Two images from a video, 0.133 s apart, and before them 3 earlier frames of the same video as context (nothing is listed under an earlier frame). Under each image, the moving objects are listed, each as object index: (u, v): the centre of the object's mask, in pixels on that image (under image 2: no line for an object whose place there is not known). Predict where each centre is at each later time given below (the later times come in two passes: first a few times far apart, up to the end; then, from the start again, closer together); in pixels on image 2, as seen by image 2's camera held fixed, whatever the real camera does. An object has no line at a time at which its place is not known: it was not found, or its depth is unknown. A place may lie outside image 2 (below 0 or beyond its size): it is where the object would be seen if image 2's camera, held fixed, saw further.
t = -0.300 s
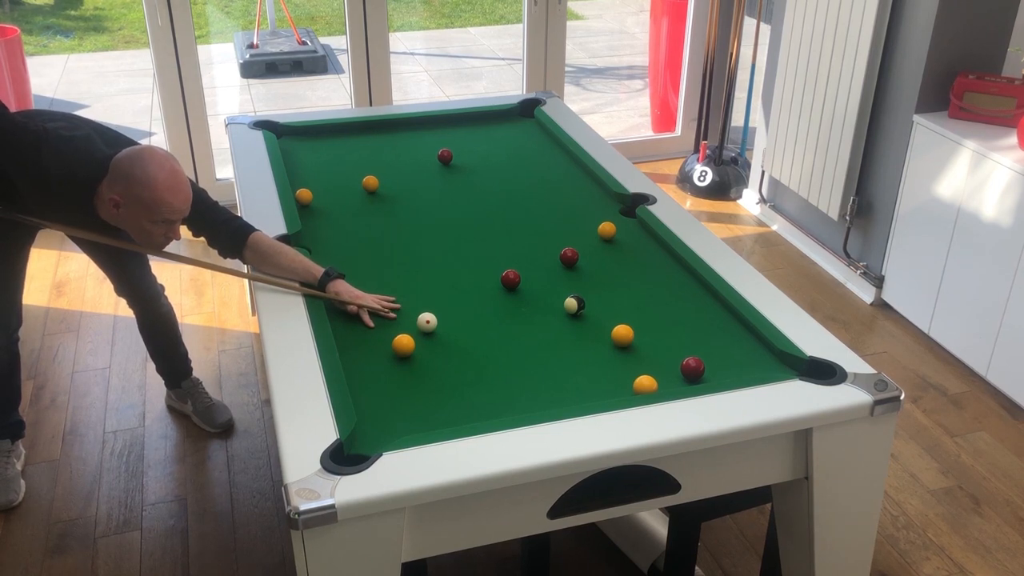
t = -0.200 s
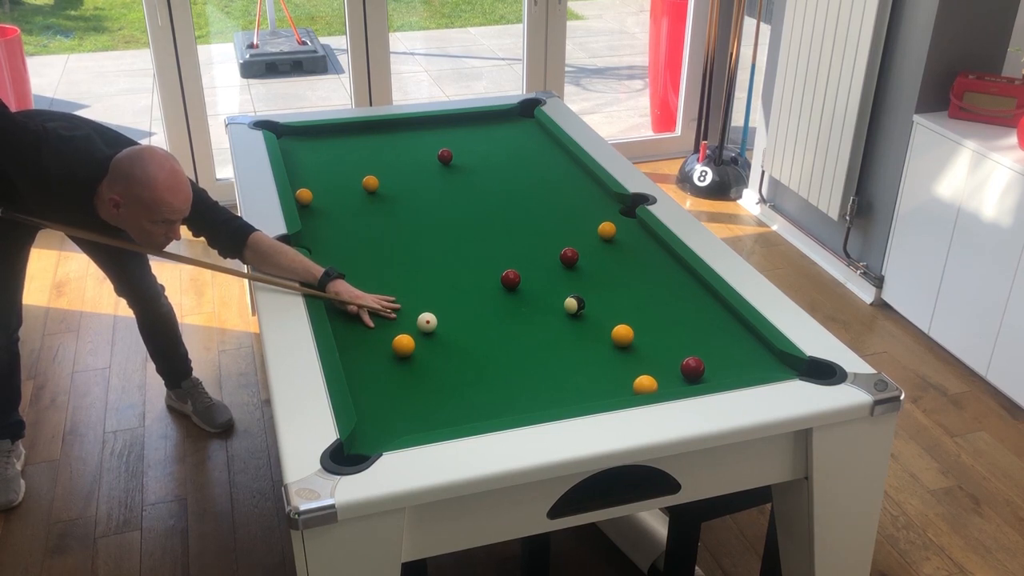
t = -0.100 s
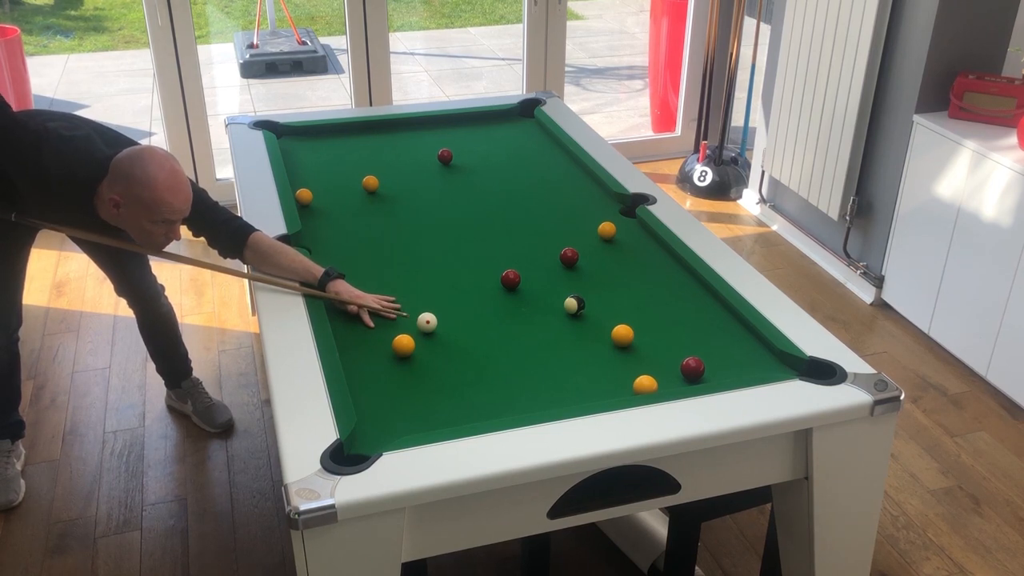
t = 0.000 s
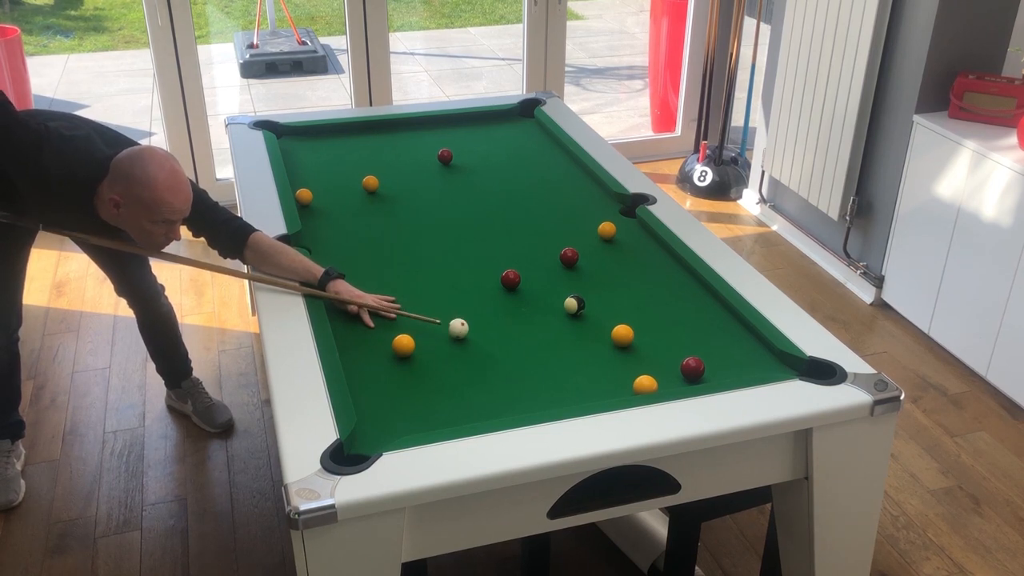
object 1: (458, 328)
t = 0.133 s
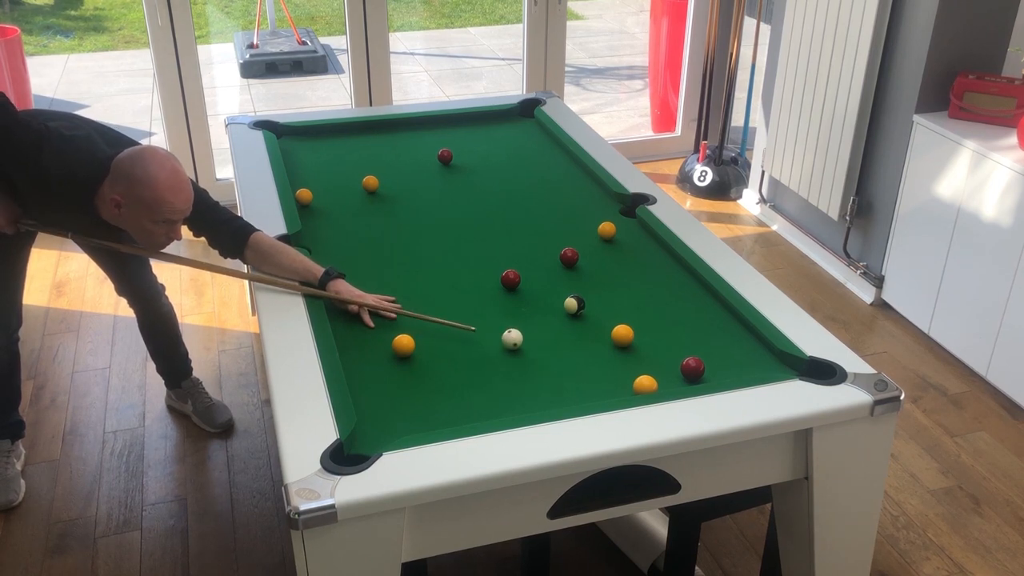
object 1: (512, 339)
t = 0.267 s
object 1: (568, 350)
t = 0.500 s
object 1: (668, 370)
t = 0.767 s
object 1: (677, 377)
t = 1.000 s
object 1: (668, 364)
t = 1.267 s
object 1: (659, 350)
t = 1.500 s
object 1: (652, 340)
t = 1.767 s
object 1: (644, 330)
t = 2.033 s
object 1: (637, 321)
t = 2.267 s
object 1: (631, 316)
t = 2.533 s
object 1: (625, 311)
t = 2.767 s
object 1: (620, 307)
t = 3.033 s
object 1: (616, 304)
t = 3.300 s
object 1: (615, 302)
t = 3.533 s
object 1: (614, 302)
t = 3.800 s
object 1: (614, 302)
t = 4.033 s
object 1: (614, 302)
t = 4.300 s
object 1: (614, 302)
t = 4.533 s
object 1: (614, 302)
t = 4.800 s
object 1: (614, 302)
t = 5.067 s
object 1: (615, 302)
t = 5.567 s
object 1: (614, 302)
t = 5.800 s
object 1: (614, 302)
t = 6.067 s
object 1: (614, 302)
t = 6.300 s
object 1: (614, 302)
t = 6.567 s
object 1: (614, 302)
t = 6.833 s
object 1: (614, 302)
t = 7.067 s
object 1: (614, 302)
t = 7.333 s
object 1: (614, 302)
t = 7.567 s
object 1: (614, 302)
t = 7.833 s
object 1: (614, 302)
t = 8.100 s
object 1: (614, 302)
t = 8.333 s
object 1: (614, 302)
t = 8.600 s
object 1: (614, 302)
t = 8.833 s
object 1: (614, 302)
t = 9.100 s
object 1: (614, 302)
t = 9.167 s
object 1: (614, 302)
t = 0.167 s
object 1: (526, 341)
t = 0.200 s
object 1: (540, 344)
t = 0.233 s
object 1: (553, 347)
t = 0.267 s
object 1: (568, 350)
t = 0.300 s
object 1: (581, 352)
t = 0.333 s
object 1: (595, 355)
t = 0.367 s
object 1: (610, 358)
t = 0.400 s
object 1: (624, 361)
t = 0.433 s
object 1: (638, 364)
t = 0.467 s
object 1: (653, 366)
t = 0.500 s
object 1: (668, 370)
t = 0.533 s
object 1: (670, 373)
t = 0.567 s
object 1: (672, 376)
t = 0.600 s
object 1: (675, 378)
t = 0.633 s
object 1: (678, 380)
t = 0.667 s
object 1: (681, 382)
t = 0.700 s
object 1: (680, 380)
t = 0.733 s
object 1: (678, 379)
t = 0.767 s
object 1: (677, 377)
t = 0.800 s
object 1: (676, 376)
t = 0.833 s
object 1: (675, 374)
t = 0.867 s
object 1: (673, 372)
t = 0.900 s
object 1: (672, 370)
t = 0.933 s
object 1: (671, 368)
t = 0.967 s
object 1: (669, 366)
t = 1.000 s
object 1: (668, 364)
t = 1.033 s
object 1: (667, 363)
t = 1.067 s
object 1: (666, 361)
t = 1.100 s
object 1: (665, 359)
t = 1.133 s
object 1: (663, 357)
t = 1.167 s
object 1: (662, 355)
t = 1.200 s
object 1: (661, 354)
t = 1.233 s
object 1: (660, 352)
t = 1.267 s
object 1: (659, 350)
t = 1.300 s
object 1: (658, 349)
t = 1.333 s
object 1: (657, 347)
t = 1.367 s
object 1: (656, 346)
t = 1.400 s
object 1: (655, 344)
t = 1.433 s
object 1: (654, 343)
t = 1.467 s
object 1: (653, 341)
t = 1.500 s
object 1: (652, 340)
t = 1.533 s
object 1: (651, 339)
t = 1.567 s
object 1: (650, 337)
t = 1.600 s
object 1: (649, 336)
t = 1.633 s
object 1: (648, 335)
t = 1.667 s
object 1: (647, 333)
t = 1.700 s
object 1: (646, 332)
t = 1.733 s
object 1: (645, 331)
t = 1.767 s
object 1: (644, 330)
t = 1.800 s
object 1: (643, 329)
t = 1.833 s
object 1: (642, 327)
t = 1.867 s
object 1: (641, 326)
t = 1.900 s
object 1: (640, 325)
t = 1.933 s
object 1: (640, 324)
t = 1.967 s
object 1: (639, 323)
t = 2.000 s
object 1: (638, 322)
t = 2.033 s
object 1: (637, 321)
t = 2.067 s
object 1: (636, 321)
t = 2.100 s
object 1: (635, 320)
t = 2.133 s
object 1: (635, 319)
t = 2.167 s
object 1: (634, 318)
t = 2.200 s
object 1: (633, 317)
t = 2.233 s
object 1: (632, 316)
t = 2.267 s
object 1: (631, 316)
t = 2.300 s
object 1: (630, 315)
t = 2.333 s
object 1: (629, 314)
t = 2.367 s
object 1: (628, 314)
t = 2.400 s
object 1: (628, 313)
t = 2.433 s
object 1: (627, 312)
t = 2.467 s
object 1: (626, 312)
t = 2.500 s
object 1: (626, 311)
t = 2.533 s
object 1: (625, 311)
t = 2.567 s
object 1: (624, 310)
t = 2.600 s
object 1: (623, 309)
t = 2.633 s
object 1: (622, 309)
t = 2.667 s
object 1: (622, 309)
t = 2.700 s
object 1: (621, 308)
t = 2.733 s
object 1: (621, 308)
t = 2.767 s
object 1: (620, 307)
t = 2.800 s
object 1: (620, 307)
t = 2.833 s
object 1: (619, 306)
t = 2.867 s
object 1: (619, 306)
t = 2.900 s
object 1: (618, 305)
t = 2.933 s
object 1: (618, 305)
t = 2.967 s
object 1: (617, 305)
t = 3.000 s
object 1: (617, 304)
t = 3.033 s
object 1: (616, 304)
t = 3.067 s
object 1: (616, 304)
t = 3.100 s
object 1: (616, 304)
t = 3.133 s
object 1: (616, 303)
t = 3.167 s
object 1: (615, 303)
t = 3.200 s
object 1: (615, 303)
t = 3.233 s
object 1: (615, 303)
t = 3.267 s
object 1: (615, 303)
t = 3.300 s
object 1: (615, 302)
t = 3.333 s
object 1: (615, 302)
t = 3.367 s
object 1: (614, 302)
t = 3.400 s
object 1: (614, 302)
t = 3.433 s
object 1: (614, 302)
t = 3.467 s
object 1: (614, 302)
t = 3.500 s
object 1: (614, 302)
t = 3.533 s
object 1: (614, 302)
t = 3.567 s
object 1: (614, 302)
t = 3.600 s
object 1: (614, 302)
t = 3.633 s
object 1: (614, 302)
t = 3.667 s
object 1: (614, 302)
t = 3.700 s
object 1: (614, 302)
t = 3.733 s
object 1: (614, 302)
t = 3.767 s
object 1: (614, 302)
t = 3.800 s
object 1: (614, 302)
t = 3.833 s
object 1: (614, 302)
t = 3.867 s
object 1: (614, 302)
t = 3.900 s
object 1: (614, 302)
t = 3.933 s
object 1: (614, 302)
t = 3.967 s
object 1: (614, 302)
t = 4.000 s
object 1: (614, 302)
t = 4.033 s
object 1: (614, 302)
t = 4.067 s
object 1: (614, 302)
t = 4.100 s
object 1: (614, 302)
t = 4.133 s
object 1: (614, 302)
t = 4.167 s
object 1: (614, 302)
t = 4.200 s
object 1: (614, 302)
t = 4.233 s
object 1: (614, 302)
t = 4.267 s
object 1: (614, 302)
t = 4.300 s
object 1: (614, 302)
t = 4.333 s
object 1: (614, 302)
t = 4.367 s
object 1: (614, 302)
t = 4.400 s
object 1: (614, 302)
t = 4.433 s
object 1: (614, 302)
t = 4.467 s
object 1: (614, 302)
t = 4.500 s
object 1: (614, 302)
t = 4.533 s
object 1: (614, 302)
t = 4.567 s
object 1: (614, 302)
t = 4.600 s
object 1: (614, 302)
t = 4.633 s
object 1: (614, 302)
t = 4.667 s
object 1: (614, 302)
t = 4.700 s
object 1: (614, 302)
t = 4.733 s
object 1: (614, 302)
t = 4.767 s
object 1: (614, 302)
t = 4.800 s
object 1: (614, 302)
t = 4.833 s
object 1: (614, 302)
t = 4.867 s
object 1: (614, 302)
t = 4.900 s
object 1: (614, 302)
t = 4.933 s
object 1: (614, 302)
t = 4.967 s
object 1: (614, 302)
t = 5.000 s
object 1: (614, 302)
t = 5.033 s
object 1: (614, 302)
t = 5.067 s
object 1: (615, 302)
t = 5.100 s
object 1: (618, 302)
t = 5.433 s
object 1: (614, 301)
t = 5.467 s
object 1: (614, 302)
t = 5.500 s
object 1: (615, 302)
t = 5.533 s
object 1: (615, 302)
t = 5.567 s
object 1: (614, 302)
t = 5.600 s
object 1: (614, 302)
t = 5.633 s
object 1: (614, 302)
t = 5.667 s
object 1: (614, 302)
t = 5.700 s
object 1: (614, 302)
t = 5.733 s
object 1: (614, 302)
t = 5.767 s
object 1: (614, 302)
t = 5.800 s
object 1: (614, 302)
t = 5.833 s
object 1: (614, 302)
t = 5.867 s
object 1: (614, 302)
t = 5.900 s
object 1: (614, 302)
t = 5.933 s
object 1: (614, 302)
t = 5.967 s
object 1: (614, 302)
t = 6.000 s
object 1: (614, 302)
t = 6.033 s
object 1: (614, 302)
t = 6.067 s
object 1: (614, 302)
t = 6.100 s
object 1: (614, 302)
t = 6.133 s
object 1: (614, 302)
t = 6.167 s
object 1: (614, 302)
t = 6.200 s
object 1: (614, 302)
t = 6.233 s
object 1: (614, 302)
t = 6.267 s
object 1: (614, 302)
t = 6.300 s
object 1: (614, 302)
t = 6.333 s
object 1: (614, 302)
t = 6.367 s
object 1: (614, 302)
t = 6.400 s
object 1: (614, 302)
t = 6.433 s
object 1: (614, 302)
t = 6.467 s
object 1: (614, 302)
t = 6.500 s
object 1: (614, 302)
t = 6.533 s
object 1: (614, 302)
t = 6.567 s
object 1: (614, 302)
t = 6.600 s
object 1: (614, 302)
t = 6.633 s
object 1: (614, 302)
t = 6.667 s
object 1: (614, 302)
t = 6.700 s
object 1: (614, 302)
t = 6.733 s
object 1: (614, 302)
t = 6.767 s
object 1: (614, 302)
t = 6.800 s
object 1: (614, 302)
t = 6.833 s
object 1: (614, 302)
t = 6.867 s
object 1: (614, 302)
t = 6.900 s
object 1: (614, 302)
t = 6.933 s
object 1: (614, 302)
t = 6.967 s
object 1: (614, 302)
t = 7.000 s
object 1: (614, 302)
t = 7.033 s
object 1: (614, 302)
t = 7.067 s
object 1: (614, 302)
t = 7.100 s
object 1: (614, 302)
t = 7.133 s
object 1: (614, 302)
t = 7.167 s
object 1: (614, 302)
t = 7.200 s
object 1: (614, 302)
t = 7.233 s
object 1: (614, 302)
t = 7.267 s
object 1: (614, 302)
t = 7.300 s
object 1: (614, 302)
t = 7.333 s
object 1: (614, 302)
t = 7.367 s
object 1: (614, 302)
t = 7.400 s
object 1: (614, 302)
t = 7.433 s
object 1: (614, 302)
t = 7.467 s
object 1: (614, 302)
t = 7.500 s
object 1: (614, 302)
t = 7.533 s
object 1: (614, 302)
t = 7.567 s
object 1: (614, 302)
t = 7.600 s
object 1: (614, 302)
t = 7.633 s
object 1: (614, 302)
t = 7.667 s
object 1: (614, 302)
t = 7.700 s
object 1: (614, 302)
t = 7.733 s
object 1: (614, 302)
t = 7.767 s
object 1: (614, 302)
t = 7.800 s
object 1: (614, 302)
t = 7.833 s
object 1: (614, 302)
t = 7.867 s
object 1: (614, 302)
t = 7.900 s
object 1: (614, 302)
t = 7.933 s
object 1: (614, 302)
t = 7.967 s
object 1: (614, 302)
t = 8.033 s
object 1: (614, 302)
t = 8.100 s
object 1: (614, 302)
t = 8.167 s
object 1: (614, 302)
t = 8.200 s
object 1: (614, 302)
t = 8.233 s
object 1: (614, 302)
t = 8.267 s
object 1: (614, 302)
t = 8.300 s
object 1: (614, 302)
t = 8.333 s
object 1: (614, 302)
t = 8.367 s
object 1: (614, 302)
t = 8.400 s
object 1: (614, 302)
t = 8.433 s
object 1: (614, 302)
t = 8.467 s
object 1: (614, 302)
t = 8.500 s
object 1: (614, 302)
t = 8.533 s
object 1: (614, 302)
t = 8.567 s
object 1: (614, 302)
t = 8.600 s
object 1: (614, 302)
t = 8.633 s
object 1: (614, 302)
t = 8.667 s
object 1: (614, 302)
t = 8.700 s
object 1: (614, 302)
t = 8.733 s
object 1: (614, 302)
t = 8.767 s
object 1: (614, 302)
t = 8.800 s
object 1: (614, 302)
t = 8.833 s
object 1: (614, 302)
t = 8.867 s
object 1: (614, 302)
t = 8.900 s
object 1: (614, 302)
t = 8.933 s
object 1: (614, 302)
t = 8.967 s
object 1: (614, 302)
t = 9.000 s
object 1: (614, 302)
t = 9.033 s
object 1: (614, 302)
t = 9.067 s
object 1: (614, 302)
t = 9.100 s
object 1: (614, 302)
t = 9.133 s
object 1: (614, 302)
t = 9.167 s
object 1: (614, 302)
